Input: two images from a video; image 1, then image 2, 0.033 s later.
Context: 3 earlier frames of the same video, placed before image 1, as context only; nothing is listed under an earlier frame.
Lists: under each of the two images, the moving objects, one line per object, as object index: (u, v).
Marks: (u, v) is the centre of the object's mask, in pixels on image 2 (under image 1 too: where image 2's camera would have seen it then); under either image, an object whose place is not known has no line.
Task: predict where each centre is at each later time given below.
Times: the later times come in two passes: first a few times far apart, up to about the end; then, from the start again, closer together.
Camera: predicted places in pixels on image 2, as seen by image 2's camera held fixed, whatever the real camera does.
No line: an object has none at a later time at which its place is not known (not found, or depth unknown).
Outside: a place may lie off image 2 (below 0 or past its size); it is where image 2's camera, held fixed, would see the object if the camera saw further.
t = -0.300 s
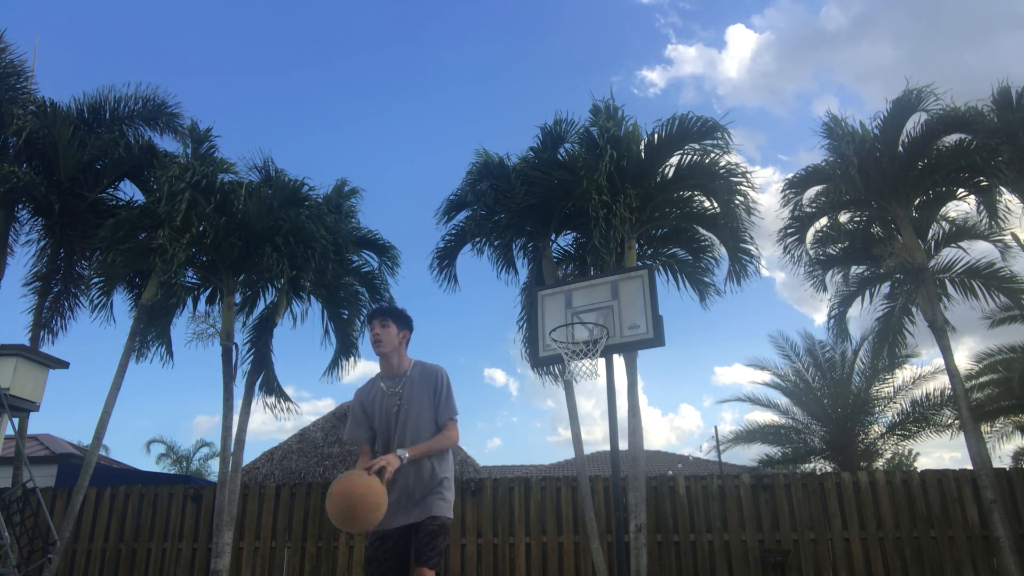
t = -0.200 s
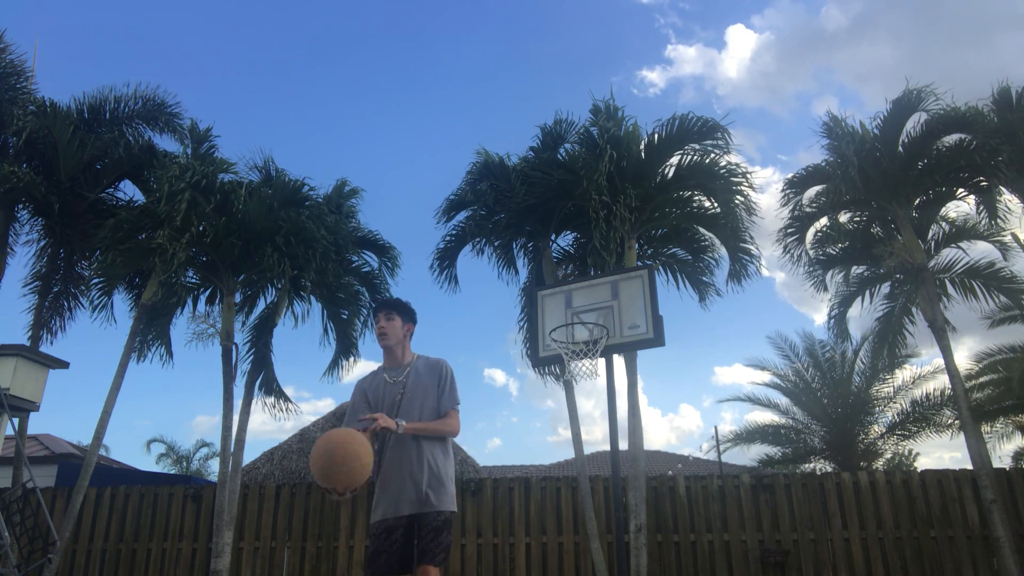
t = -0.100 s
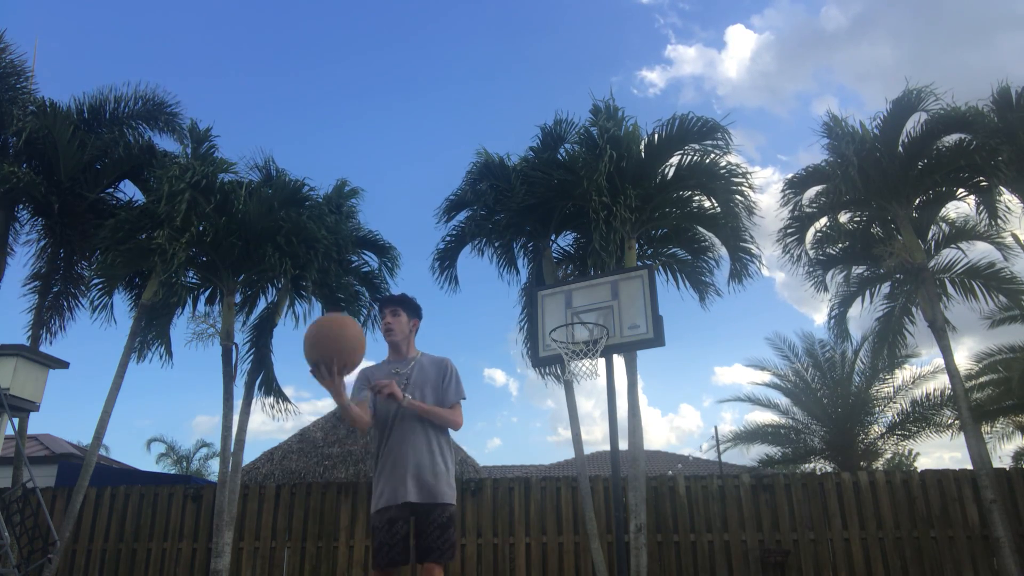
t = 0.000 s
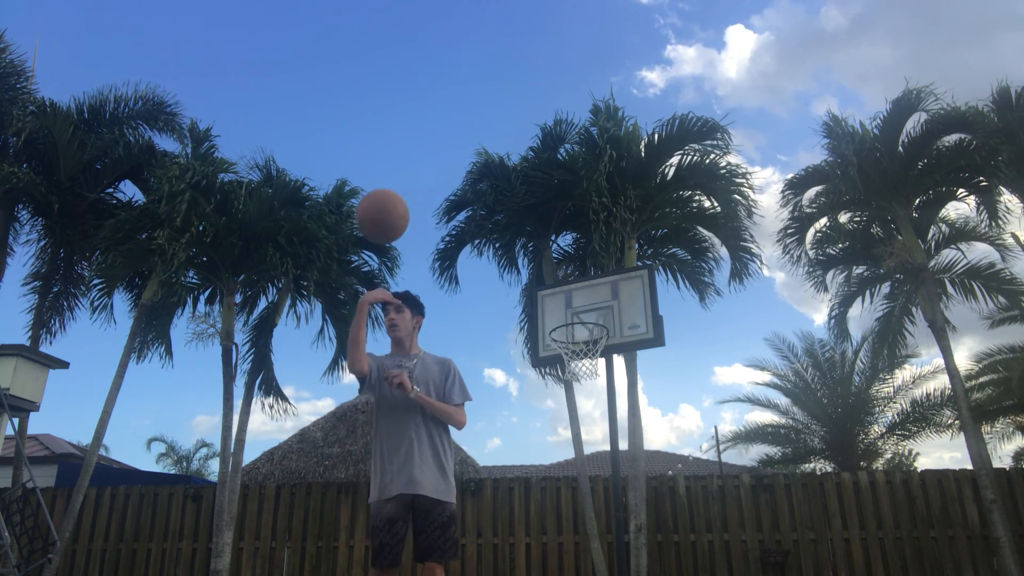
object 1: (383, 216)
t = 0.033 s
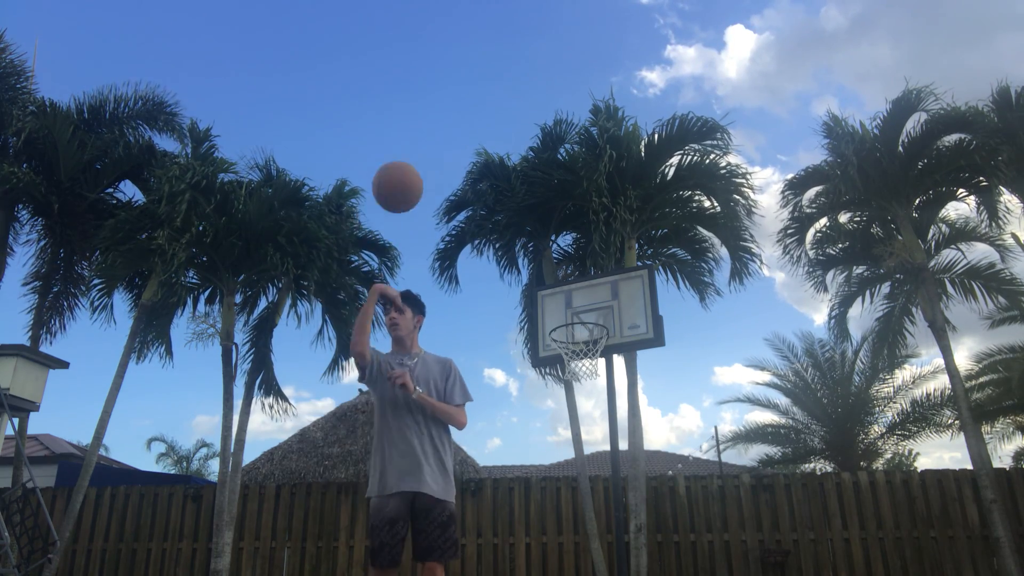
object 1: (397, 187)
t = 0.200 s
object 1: (453, 99)
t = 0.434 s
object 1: (501, 74)
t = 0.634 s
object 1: (531, 104)
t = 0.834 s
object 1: (555, 168)
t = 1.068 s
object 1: (580, 279)
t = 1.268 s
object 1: (572, 356)
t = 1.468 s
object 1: (566, 454)
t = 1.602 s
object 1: (563, 558)
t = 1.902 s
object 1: (542, 497)
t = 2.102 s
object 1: (525, 400)
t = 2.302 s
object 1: (509, 366)
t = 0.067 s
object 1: (411, 162)
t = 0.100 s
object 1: (423, 142)
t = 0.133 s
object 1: (434, 124)
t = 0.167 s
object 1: (444, 111)
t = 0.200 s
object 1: (453, 99)
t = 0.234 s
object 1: (461, 90)
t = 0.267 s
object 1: (469, 83)
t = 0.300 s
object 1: (476, 79)
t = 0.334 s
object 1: (483, 75)
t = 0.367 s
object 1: (490, 74)
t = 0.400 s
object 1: (496, 73)
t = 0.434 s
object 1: (501, 74)
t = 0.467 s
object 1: (507, 77)
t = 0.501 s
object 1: (512, 80)
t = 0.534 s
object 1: (517, 85)
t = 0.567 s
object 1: (522, 90)
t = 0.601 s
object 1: (526, 97)
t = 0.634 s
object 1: (531, 104)
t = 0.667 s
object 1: (535, 113)
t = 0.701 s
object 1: (539, 121)
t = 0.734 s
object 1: (543, 132)
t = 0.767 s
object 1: (547, 143)
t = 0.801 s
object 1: (551, 155)
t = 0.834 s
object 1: (555, 168)
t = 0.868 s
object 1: (559, 181)
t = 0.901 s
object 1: (562, 196)
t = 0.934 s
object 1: (566, 211)
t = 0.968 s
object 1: (570, 226)
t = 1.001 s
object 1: (573, 243)
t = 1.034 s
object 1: (576, 261)
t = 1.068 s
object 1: (580, 279)
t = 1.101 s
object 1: (584, 299)
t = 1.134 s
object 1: (582, 308)
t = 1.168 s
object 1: (579, 317)
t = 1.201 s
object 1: (577, 329)
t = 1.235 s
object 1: (575, 342)
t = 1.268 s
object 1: (572, 356)
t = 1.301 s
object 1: (572, 371)
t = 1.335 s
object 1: (570, 381)
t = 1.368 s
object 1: (569, 397)
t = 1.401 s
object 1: (568, 414)
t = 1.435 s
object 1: (567, 433)
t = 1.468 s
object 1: (566, 454)
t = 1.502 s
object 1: (566, 477)
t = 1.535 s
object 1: (564, 502)
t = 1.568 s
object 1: (564, 529)
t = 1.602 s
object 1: (563, 558)
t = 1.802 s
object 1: (550, 564)
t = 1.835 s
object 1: (548, 544)
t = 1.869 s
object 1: (544, 519)
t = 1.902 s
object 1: (542, 497)
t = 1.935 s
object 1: (539, 476)
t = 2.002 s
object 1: (533, 440)
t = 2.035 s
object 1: (530, 425)
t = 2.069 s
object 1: (528, 412)
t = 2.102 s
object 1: (525, 400)
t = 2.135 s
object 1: (522, 390)
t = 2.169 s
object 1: (519, 382)
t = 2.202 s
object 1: (517, 376)
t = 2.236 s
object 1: (514, 371)
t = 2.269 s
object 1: (511, 368)
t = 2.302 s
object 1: (509, 366)
